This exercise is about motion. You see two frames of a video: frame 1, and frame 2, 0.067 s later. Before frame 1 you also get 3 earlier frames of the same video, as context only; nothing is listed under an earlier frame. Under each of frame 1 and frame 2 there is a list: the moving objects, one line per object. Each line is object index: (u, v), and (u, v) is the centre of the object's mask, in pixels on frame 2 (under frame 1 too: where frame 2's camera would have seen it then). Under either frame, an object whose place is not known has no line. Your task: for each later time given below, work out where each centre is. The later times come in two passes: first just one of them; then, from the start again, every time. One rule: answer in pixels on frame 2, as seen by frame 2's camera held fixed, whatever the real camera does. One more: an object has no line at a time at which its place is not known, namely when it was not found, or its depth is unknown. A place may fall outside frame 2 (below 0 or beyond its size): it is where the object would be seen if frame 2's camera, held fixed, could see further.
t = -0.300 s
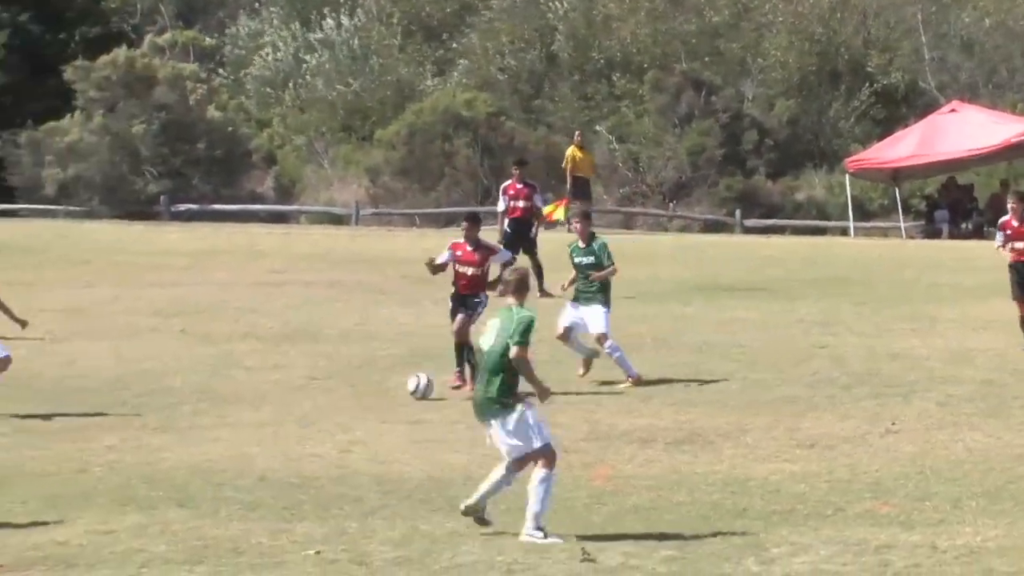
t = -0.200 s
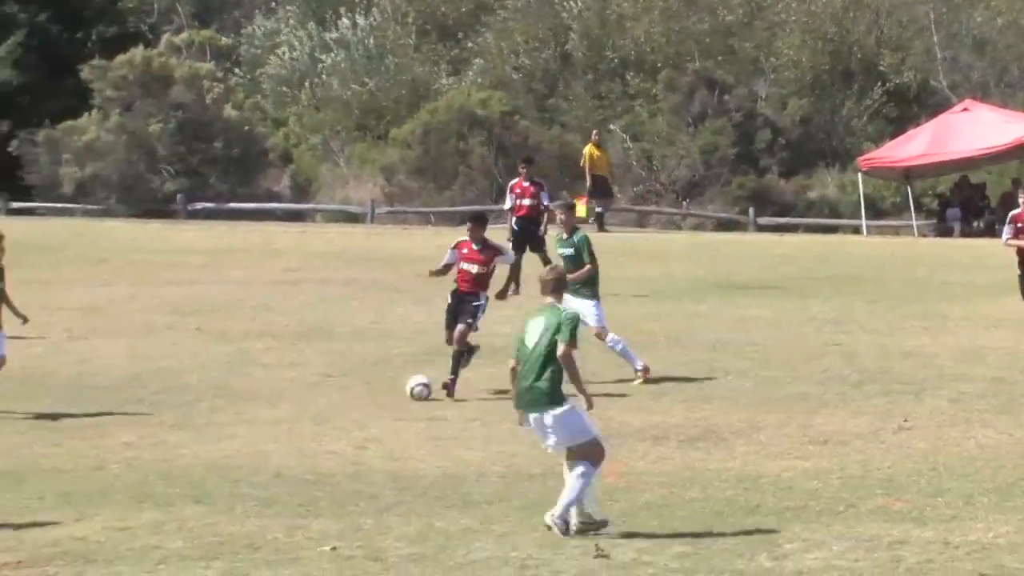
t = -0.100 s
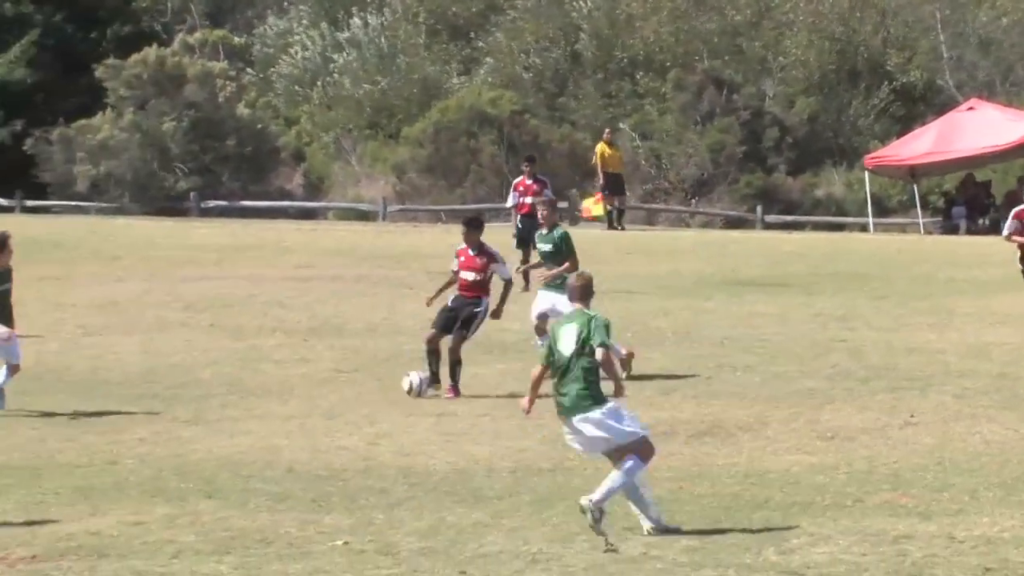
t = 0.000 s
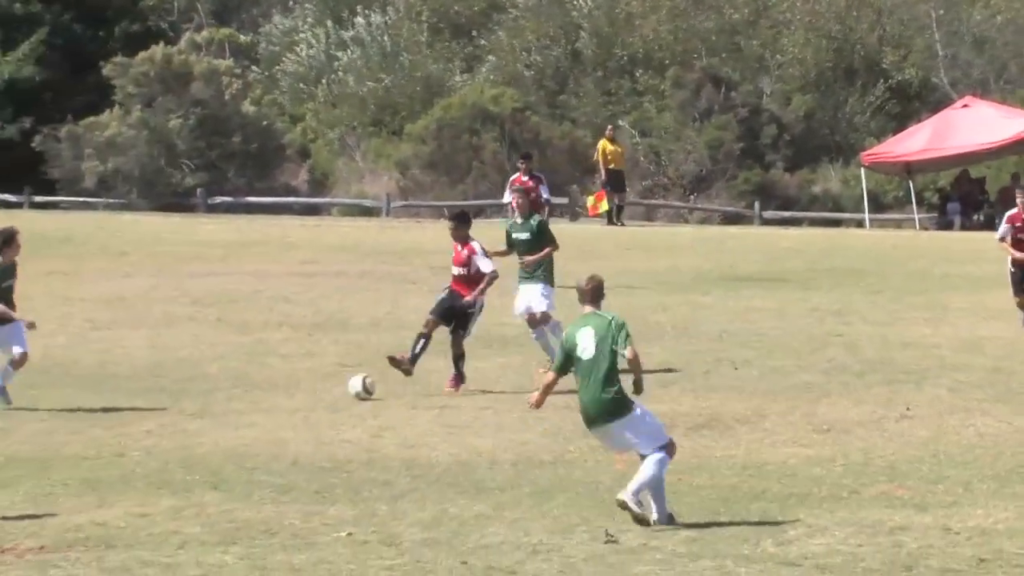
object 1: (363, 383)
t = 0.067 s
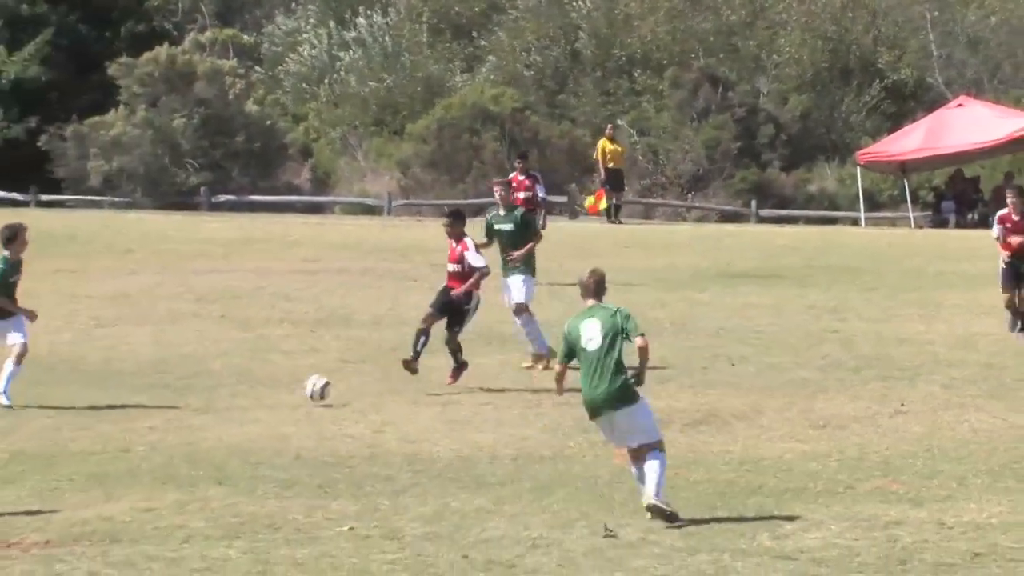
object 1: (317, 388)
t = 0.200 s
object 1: (221, 413)
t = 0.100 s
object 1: (294, 391)
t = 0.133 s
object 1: (270, 397)
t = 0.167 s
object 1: (245, 404)
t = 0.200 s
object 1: (221, 413)
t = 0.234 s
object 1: (196, 416)
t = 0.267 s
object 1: (173, 421)
